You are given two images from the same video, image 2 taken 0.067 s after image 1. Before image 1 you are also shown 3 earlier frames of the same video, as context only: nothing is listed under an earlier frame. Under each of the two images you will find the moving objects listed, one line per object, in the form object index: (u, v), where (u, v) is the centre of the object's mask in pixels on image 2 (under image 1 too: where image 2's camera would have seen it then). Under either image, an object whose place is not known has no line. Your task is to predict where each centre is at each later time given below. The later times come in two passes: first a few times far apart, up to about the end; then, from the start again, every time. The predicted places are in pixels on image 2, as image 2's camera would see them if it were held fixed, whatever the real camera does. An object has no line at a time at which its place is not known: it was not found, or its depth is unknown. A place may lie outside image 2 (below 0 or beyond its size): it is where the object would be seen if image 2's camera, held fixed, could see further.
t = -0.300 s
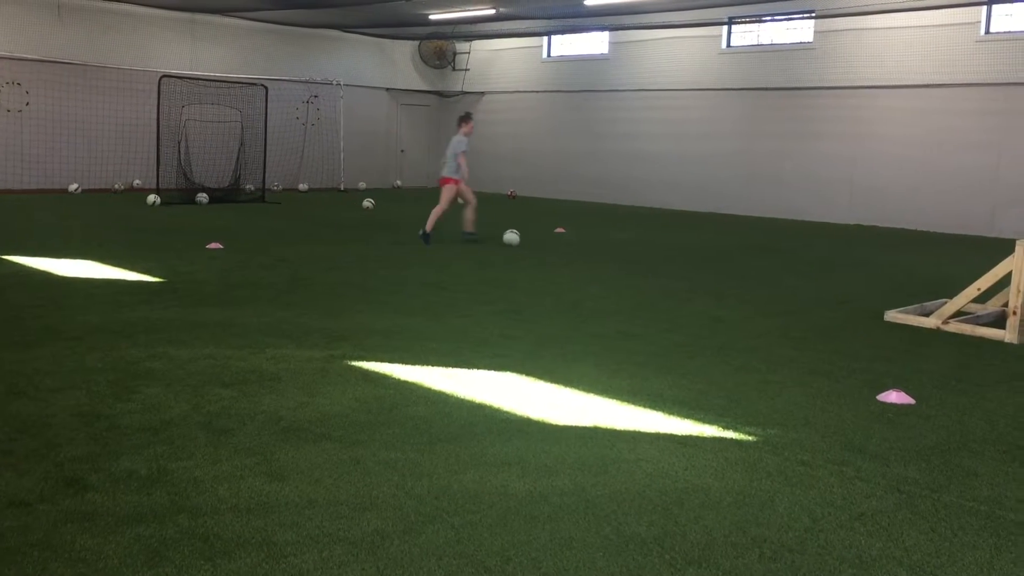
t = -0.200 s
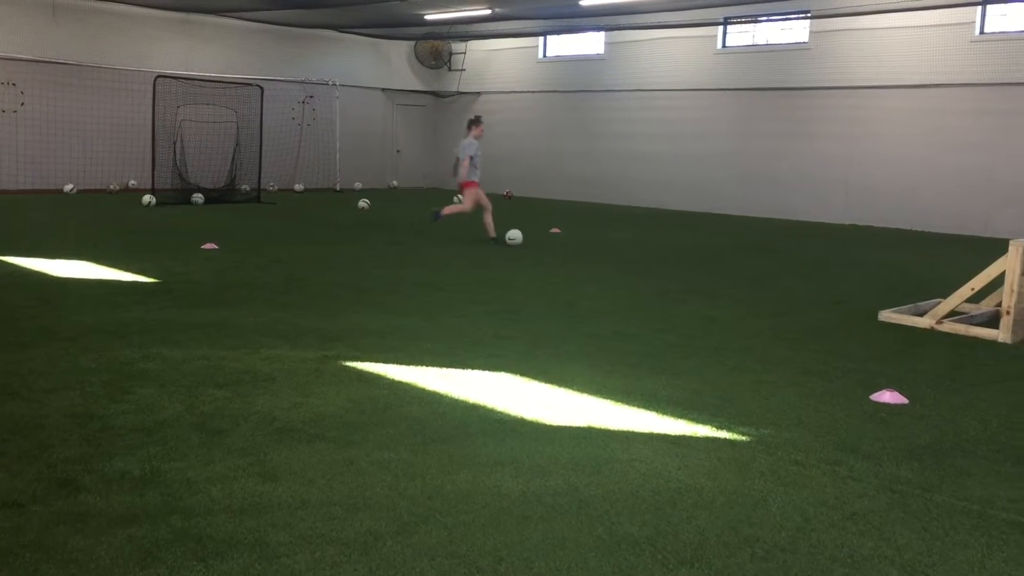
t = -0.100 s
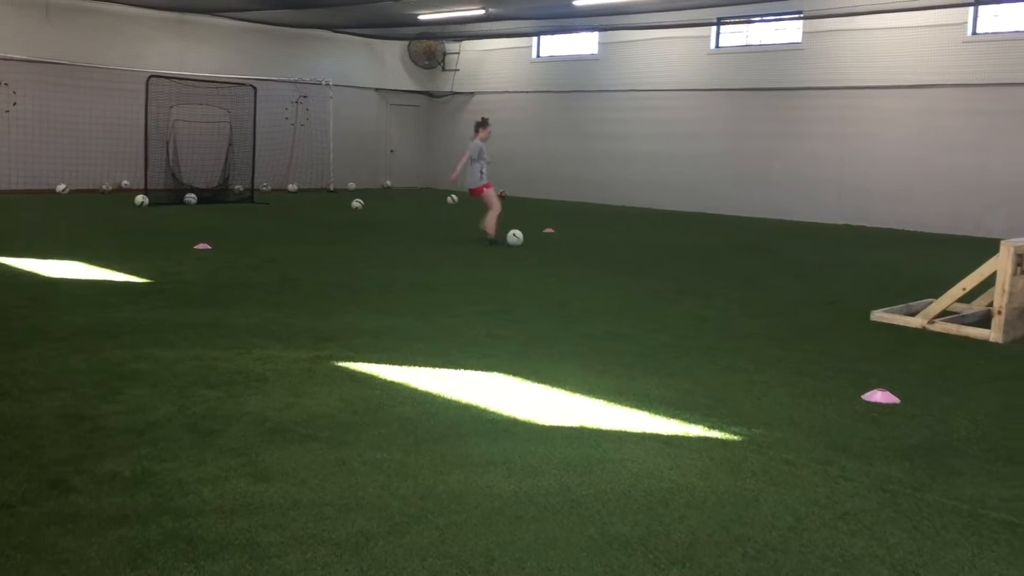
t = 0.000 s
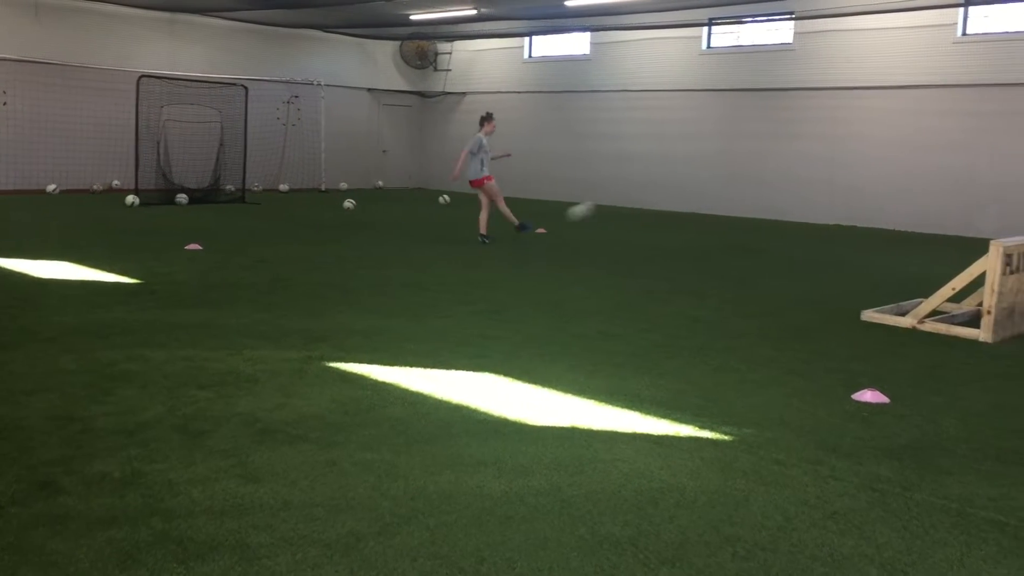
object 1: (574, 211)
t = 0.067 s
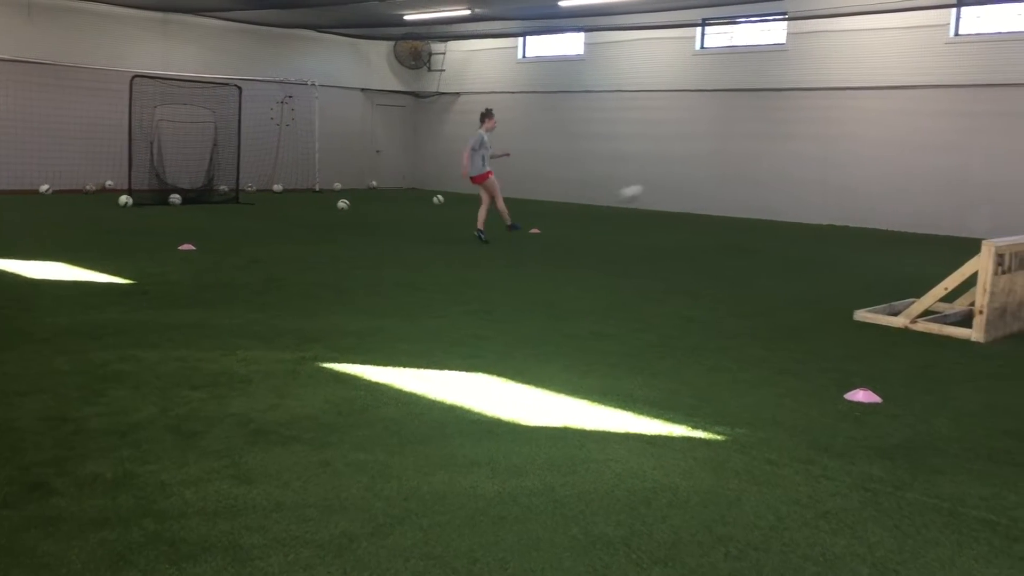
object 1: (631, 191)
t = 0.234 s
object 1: (755, 166)
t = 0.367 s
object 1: (839, 161)
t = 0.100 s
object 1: (657, 185)
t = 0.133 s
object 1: (684, 179)
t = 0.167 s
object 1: (707, 173)
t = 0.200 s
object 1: (731, 170)
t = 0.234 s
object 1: (755, 166)
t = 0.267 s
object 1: (778, 164)
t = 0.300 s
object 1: (799, 162)
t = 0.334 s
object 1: (820, 161)
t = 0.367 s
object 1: (839, 161)
